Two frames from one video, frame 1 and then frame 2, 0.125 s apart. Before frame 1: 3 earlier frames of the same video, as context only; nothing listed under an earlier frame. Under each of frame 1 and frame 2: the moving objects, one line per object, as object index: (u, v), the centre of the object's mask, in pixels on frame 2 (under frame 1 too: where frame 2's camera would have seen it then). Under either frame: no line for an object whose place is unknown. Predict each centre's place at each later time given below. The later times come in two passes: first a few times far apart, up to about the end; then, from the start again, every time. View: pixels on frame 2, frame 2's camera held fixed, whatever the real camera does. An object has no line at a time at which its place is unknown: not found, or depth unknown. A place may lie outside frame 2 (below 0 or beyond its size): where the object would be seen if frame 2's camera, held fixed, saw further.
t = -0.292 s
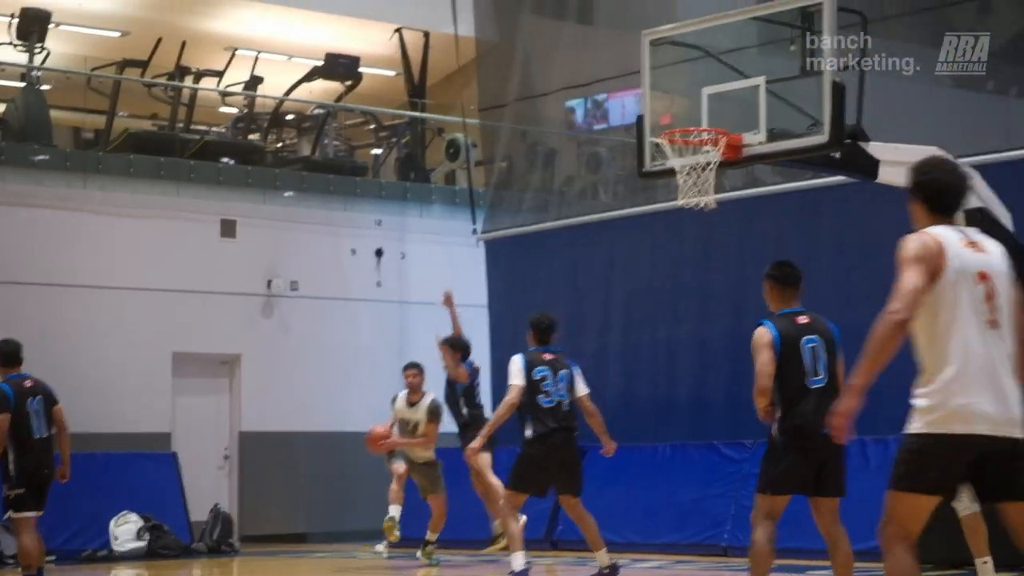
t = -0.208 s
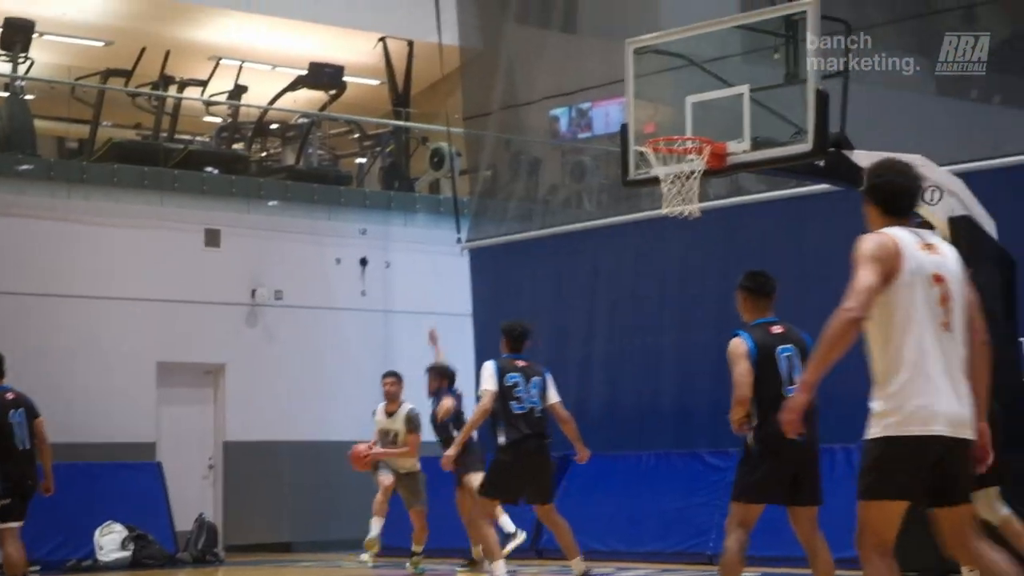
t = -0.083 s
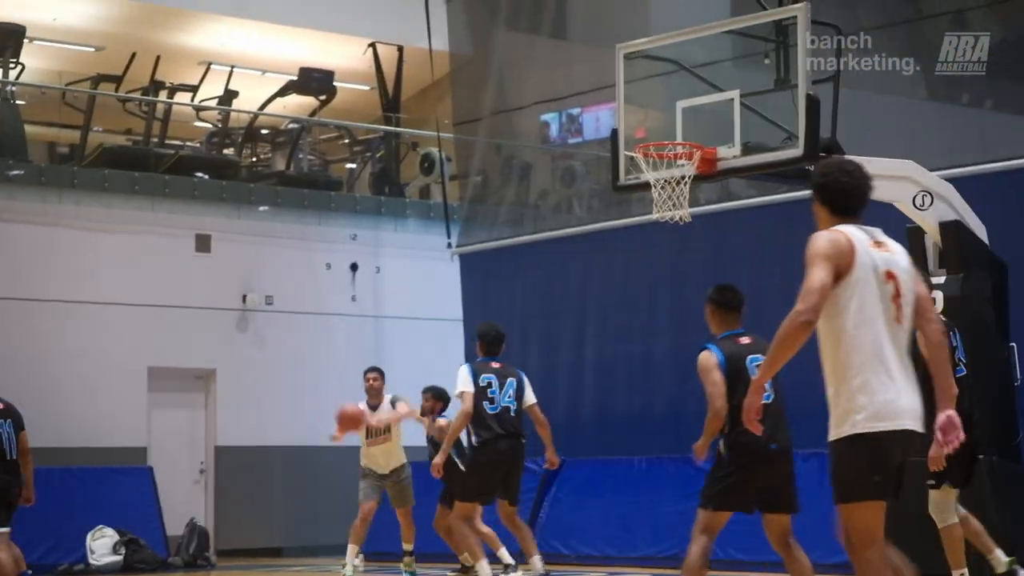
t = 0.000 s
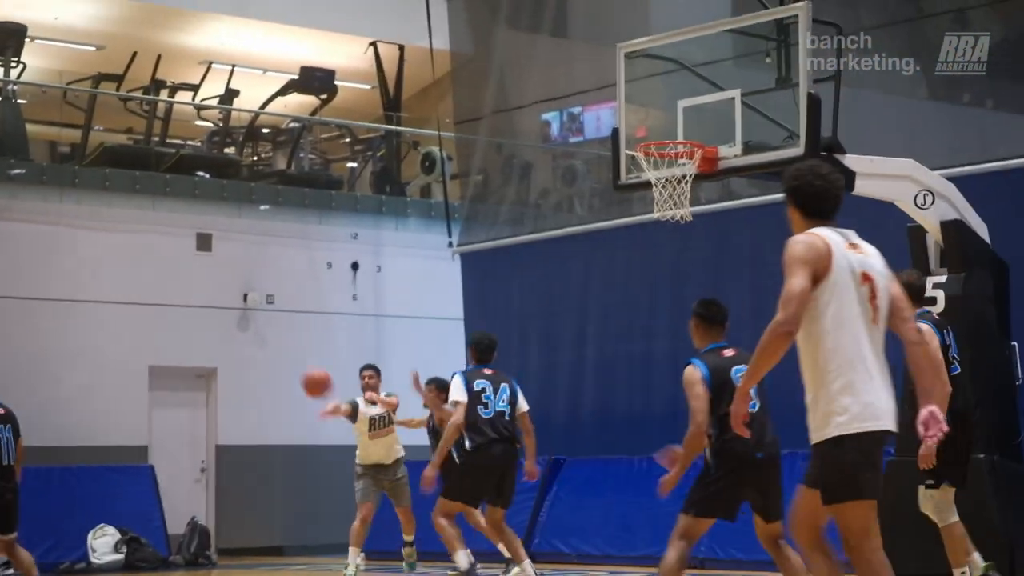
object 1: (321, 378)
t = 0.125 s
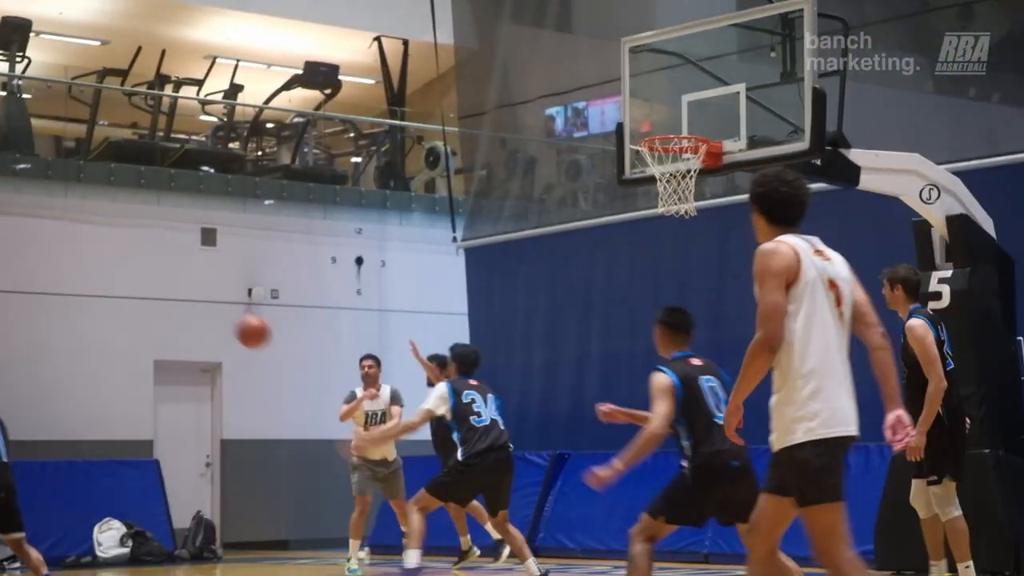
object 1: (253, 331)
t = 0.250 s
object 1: (171, 299)
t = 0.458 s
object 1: (-4, 283)
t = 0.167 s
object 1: (227, 319)
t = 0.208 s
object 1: (200, 308)
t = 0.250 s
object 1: (171, 299)
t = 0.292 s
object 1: (141, 291)
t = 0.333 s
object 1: (108, 286)
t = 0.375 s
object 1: (74, 282)
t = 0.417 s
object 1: (37, 281)
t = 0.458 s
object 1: (-4, 283)
